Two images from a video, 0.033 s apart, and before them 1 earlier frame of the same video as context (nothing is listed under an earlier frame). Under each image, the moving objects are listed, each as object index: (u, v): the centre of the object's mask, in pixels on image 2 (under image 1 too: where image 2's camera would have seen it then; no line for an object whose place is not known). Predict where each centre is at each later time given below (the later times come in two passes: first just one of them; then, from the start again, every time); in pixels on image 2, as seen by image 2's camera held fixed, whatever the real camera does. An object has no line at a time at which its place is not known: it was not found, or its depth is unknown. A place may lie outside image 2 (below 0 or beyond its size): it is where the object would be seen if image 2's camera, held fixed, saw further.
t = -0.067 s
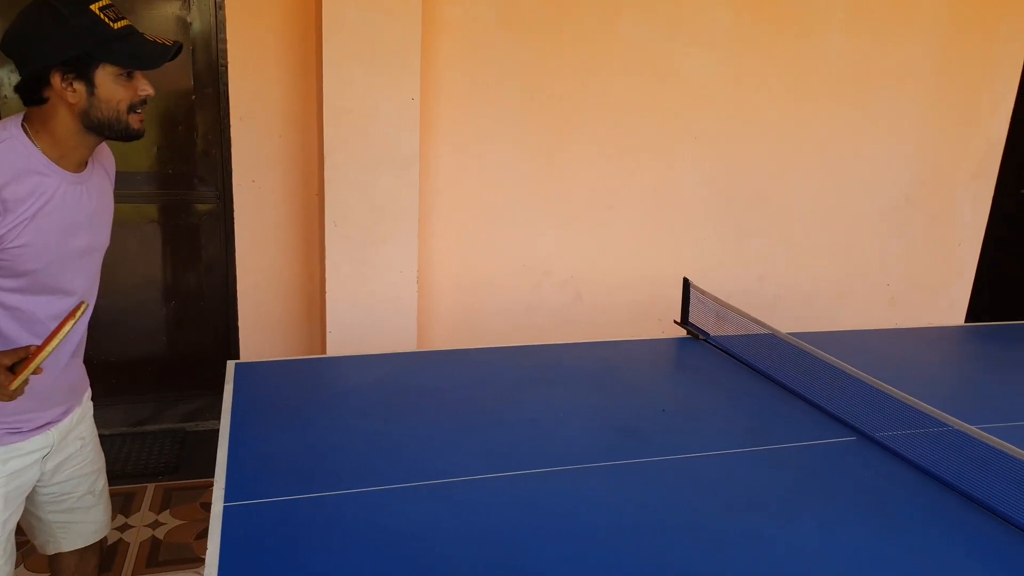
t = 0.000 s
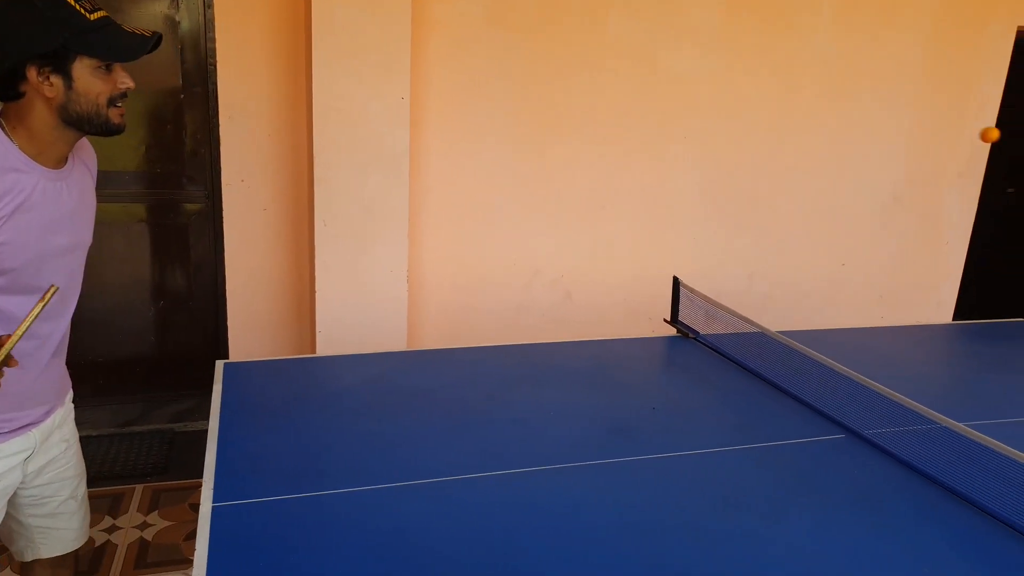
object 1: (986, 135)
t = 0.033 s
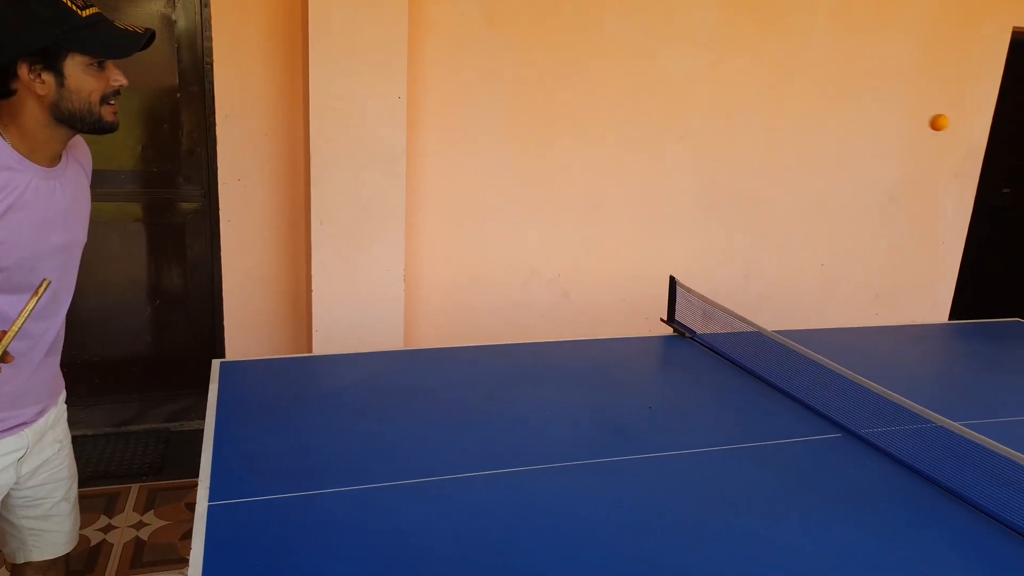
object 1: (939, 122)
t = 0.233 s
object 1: (584, 162)
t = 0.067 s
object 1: (889, 115)
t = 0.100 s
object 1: (836, 111)
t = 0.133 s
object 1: (779, 113)
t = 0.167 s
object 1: (719, 122)
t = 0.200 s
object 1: (654, 138)
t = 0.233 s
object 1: (584, 162)
